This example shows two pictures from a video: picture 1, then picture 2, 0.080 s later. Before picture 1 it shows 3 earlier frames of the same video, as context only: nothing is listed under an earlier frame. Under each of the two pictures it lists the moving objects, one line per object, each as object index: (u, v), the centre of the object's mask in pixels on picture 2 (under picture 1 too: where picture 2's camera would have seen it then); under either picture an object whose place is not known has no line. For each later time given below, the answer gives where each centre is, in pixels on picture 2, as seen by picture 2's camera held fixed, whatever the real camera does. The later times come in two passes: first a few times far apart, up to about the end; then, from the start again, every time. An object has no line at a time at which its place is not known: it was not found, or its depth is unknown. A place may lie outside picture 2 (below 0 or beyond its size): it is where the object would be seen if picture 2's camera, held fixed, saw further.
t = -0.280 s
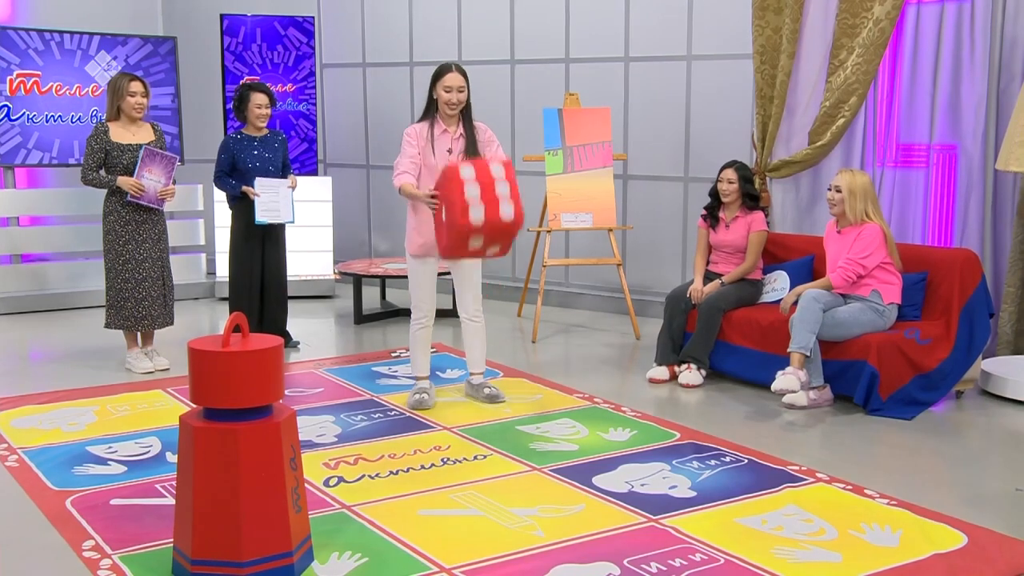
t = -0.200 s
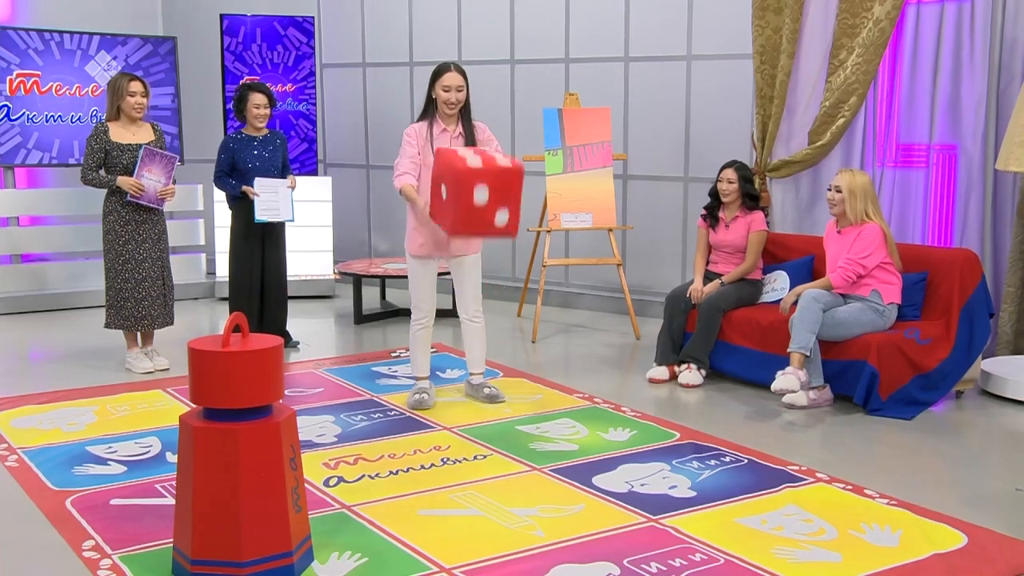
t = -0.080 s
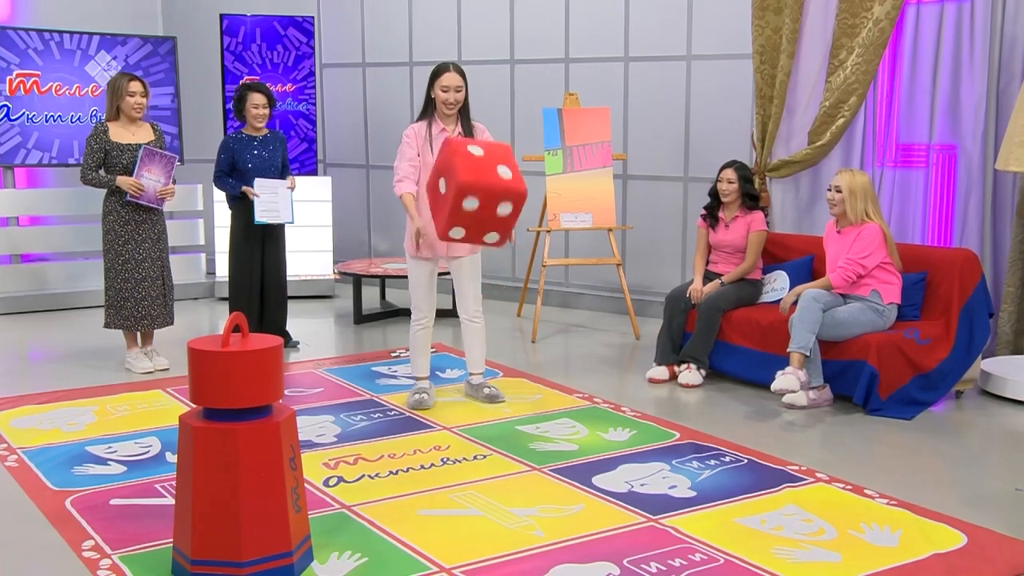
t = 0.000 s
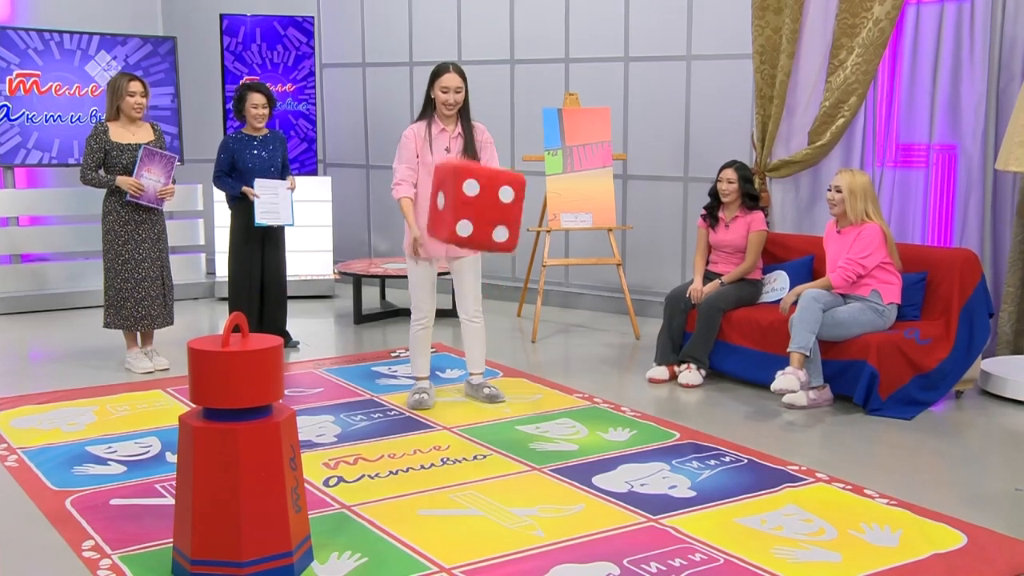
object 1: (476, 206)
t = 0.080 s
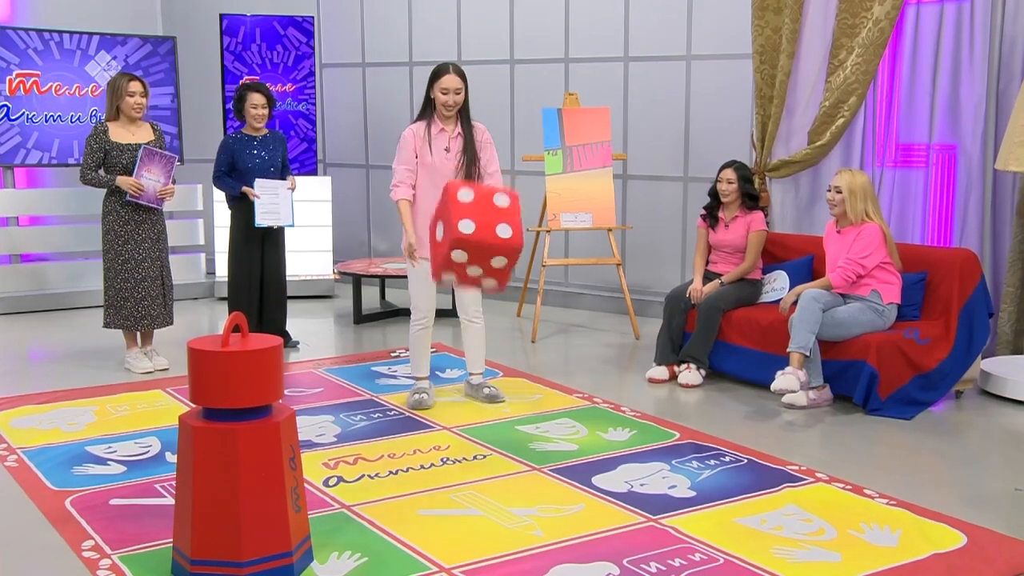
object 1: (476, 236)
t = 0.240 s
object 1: (477, 334)
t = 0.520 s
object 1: (492, 388)
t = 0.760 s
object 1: (500, 383)
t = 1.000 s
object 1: (491, 386)
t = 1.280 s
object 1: (494, 382)
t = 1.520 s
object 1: (520, 387)
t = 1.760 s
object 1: (523, 391)
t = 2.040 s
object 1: (522, 391)
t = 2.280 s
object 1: (522, 391)
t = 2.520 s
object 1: (522, 391)
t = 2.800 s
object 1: (522, 391)
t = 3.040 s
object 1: (522, 391)
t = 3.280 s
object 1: (522, 391)
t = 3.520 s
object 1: (522, 391)
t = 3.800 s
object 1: (522, 391)
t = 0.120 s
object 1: (476, 256)
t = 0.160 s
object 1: (476, 278)
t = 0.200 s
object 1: (477, 303)
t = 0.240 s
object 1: (477, 334)
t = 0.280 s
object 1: (477, 366)
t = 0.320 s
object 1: (478, 405)
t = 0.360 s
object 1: (478, 420)
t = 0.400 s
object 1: (482, 408)
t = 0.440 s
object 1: (485, 397)
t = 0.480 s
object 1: (489, 391)
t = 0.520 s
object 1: (492, 388)
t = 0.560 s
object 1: (495, 388)
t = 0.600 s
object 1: (497, 391)
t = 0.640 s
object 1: (500, 394)
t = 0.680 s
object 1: (501, 391)
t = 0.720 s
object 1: (500, 386)
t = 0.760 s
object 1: (500, 383)
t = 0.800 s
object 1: (499, 383)
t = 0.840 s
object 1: (499, 385)
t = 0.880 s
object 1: (498, 386)
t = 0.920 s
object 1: (496, 385)
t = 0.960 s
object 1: (494, 385)
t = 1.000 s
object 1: (491, 386)
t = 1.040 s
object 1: (489, 384)
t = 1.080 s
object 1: (488, 382)
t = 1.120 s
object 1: (488, 381)
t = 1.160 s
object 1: (488, 381)
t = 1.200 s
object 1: (490, 381)
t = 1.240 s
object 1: (491, 381)
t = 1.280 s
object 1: (494, 382)
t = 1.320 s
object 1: (497, 383)
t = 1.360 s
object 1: (501, 385)
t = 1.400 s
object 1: (507, 388)
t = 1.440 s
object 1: (512, 391)
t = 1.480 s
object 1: (516, 388)
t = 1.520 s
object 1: (520, 387)
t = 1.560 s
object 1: (523, 387)
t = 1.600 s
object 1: (524, 387)
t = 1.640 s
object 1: (525, 387)
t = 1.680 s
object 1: (524, 388)
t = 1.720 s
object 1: (524, 389)
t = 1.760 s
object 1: (523, 391)
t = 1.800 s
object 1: (522, 390)
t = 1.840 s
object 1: (521, 390)
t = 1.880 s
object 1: (521, 391)
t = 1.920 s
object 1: (522, 391)
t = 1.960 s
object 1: (522, 391)
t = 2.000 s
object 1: (522, 391)
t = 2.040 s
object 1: (522, 391)
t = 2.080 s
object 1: (522, 391)
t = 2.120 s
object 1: (522, 391)
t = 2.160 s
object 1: (522, 391)
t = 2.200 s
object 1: (522, 391)
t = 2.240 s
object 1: (522, 391)
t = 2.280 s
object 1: (522, 391)
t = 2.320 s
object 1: (522, 391)
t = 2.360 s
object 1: (522, 391)
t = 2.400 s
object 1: (522, 391)
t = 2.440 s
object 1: (522, 391)
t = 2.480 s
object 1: (522, 391)
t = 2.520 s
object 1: (522, 391)
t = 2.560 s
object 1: (522, 391)
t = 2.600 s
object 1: (522, 391)
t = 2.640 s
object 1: (522, 391)
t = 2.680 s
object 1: (522, 391)
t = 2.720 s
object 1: (522, 391)
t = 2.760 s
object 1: (522, 391)
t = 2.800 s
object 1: (522, 391)
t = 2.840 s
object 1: (522, 391)
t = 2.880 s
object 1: (522, 391)
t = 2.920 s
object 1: (522, 391)
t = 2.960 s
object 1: (522, 391)
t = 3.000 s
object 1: (522, 391)
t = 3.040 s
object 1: (522, 391)
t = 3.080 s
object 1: (522, 391)
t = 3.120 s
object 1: (522, 391)
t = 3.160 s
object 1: (522, 391)
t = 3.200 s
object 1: (522, 391)
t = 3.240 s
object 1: (522, 391)
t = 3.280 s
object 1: (522, 391)
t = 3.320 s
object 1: (522, 391)
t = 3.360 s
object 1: (522, 391)
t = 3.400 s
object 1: (522, 391)
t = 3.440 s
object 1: (522, 391)
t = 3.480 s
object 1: (522, 391)
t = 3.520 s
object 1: (522, 391)
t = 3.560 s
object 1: (522, 391)
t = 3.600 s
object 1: (522, 391)
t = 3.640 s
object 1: (522, 391)
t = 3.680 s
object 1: (522, 391)
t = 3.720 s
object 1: (522, 391)
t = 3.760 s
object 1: (522, 391)
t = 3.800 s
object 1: (522, 391)
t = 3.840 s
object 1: (522, 391)
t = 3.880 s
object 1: (522, 391)
